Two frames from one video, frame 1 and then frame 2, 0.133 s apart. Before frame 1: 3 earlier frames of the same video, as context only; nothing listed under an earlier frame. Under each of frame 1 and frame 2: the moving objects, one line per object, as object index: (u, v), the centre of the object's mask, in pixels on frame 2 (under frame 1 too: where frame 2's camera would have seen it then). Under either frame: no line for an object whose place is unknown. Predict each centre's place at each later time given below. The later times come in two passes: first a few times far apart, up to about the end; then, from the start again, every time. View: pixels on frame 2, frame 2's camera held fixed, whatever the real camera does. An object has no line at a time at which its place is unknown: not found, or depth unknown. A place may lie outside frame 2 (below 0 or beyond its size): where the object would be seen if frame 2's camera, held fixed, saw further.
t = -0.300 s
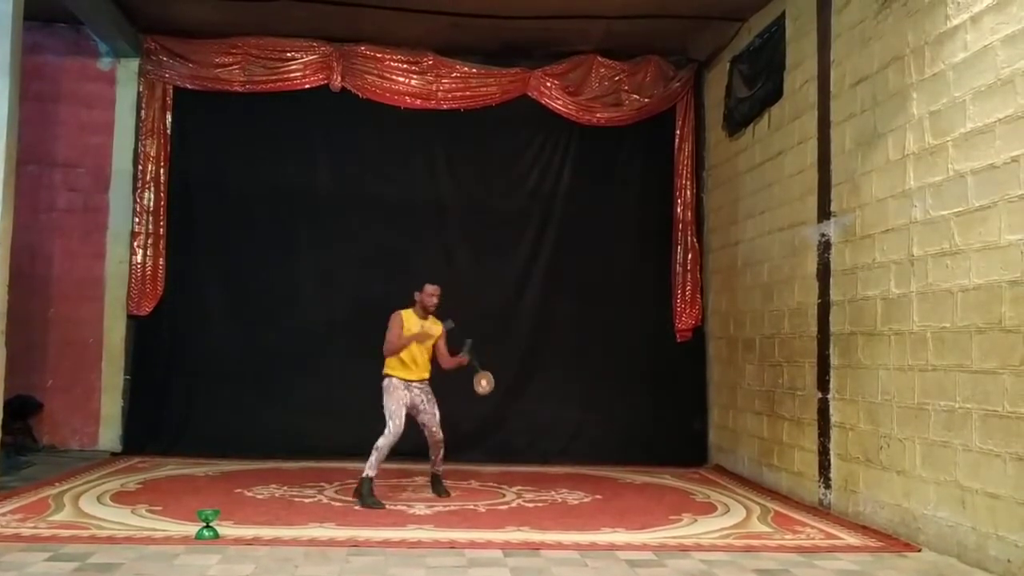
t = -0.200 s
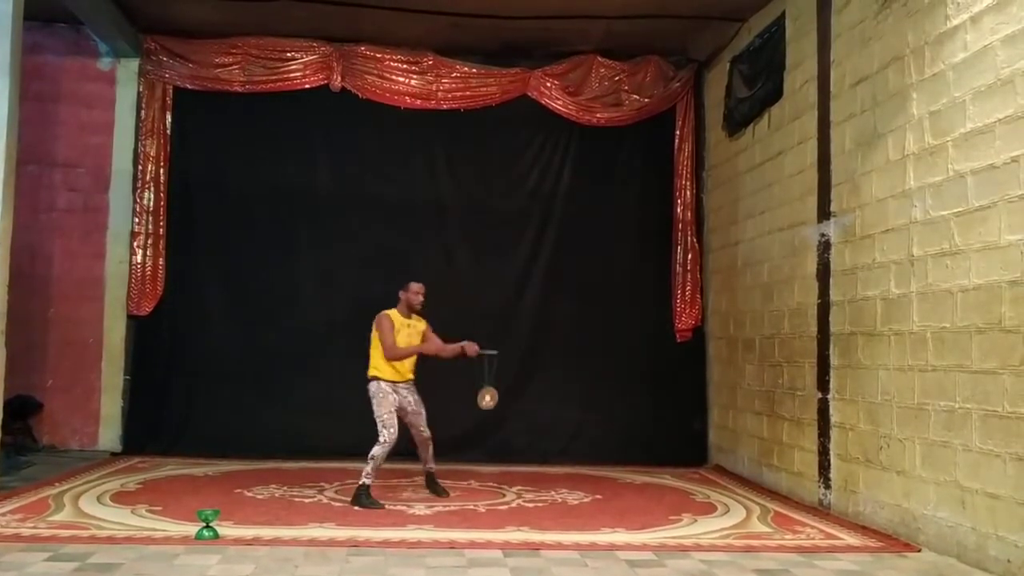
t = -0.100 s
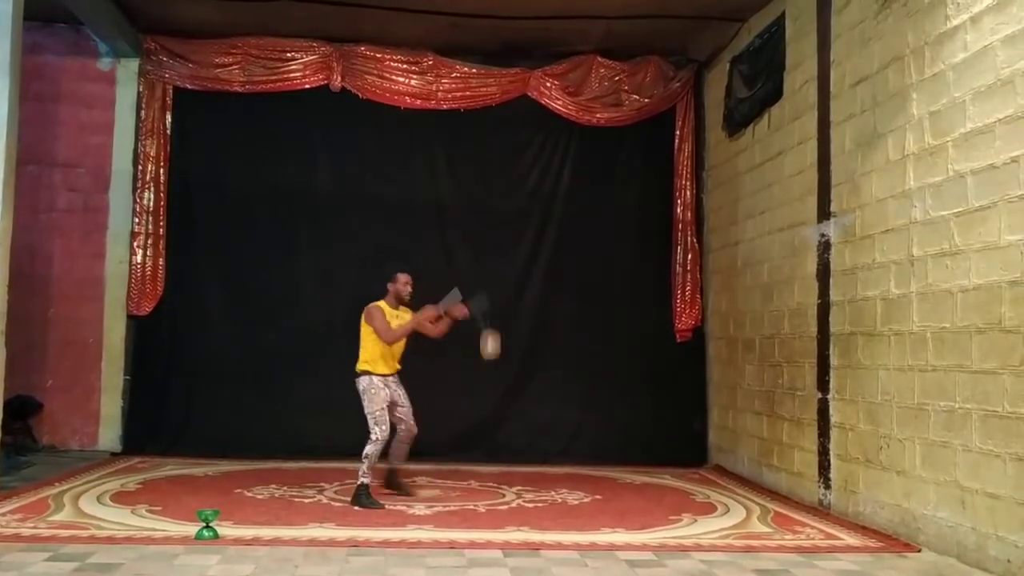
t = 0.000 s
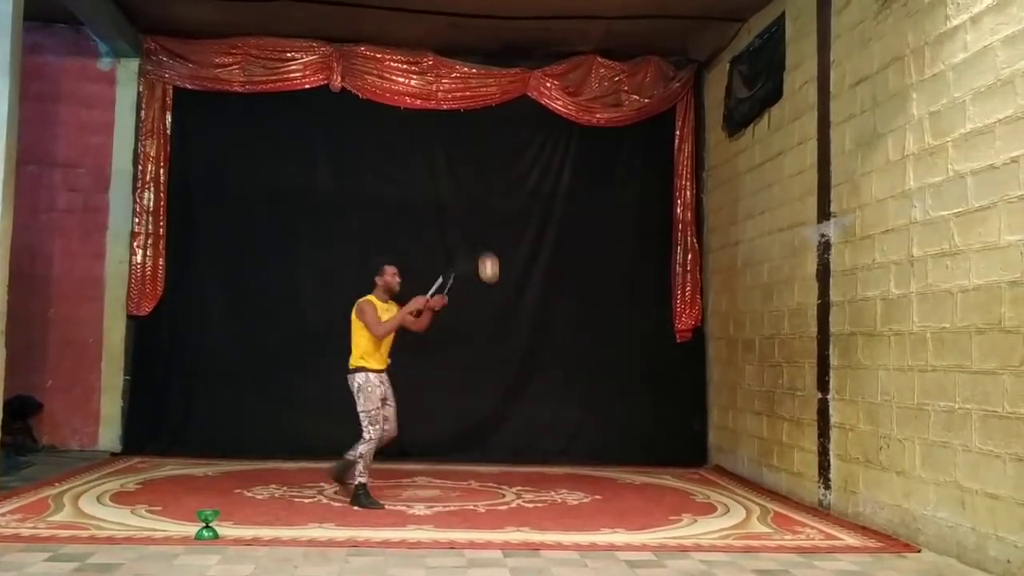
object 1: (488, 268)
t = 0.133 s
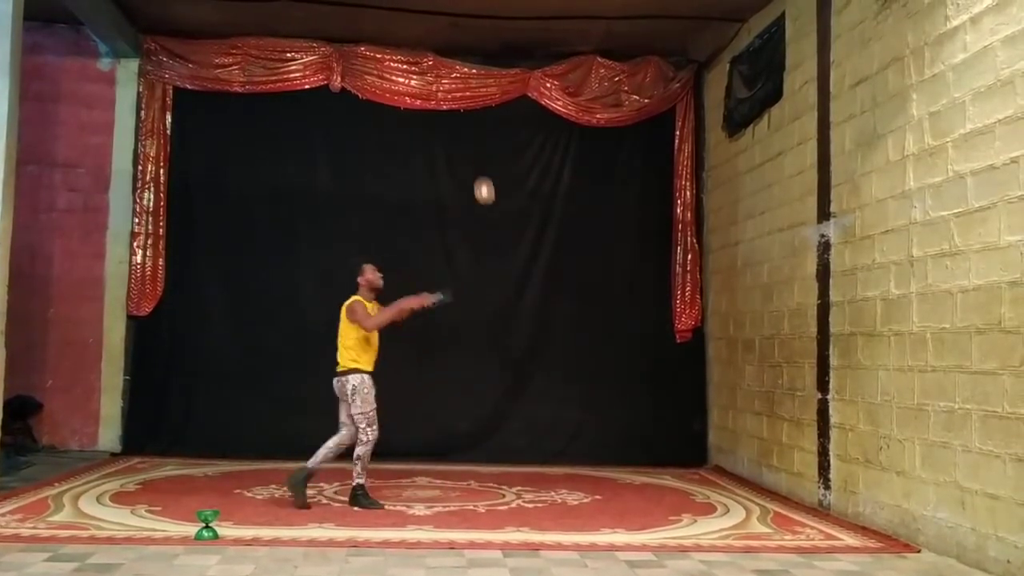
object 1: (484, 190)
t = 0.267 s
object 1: (479, 140)
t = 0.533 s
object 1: (466, 115)
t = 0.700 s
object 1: (456, 147)
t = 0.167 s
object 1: (483, 175)
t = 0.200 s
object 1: (481, 162)
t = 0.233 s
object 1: (480, 150)
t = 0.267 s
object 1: (479, 140)
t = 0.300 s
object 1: (477, 132)
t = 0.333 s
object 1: (476, 124)
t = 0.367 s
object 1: (474, 119)
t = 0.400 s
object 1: (473, 116)
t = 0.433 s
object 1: (471, 115)
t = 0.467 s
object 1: (470, 114)
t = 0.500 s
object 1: (468, 115)
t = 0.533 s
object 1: (466, 115)
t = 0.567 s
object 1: (464, 118)
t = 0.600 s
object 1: (462, 123)
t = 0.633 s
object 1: (460, 129)
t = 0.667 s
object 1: (458, 138)
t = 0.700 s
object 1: (456, 147)
